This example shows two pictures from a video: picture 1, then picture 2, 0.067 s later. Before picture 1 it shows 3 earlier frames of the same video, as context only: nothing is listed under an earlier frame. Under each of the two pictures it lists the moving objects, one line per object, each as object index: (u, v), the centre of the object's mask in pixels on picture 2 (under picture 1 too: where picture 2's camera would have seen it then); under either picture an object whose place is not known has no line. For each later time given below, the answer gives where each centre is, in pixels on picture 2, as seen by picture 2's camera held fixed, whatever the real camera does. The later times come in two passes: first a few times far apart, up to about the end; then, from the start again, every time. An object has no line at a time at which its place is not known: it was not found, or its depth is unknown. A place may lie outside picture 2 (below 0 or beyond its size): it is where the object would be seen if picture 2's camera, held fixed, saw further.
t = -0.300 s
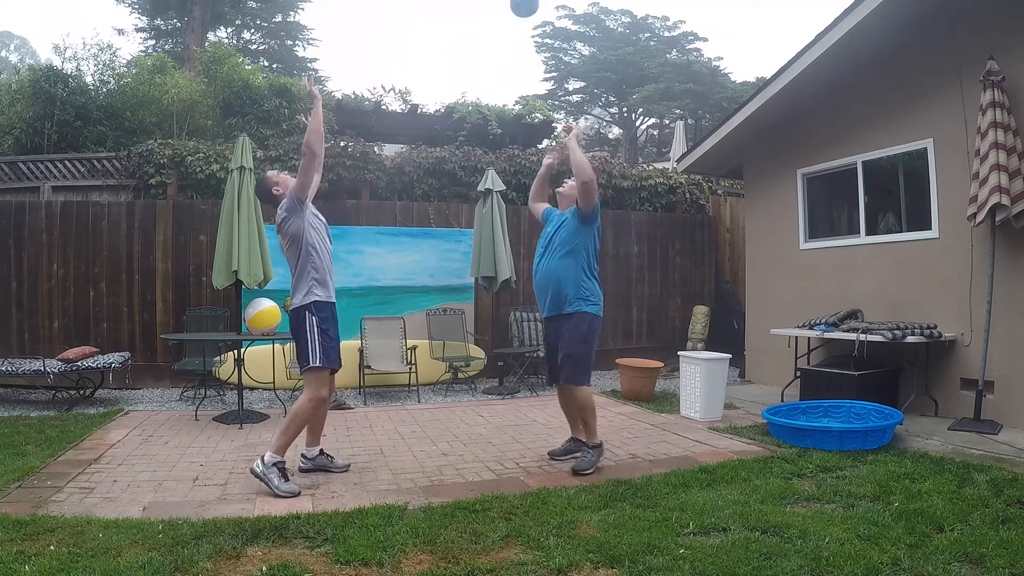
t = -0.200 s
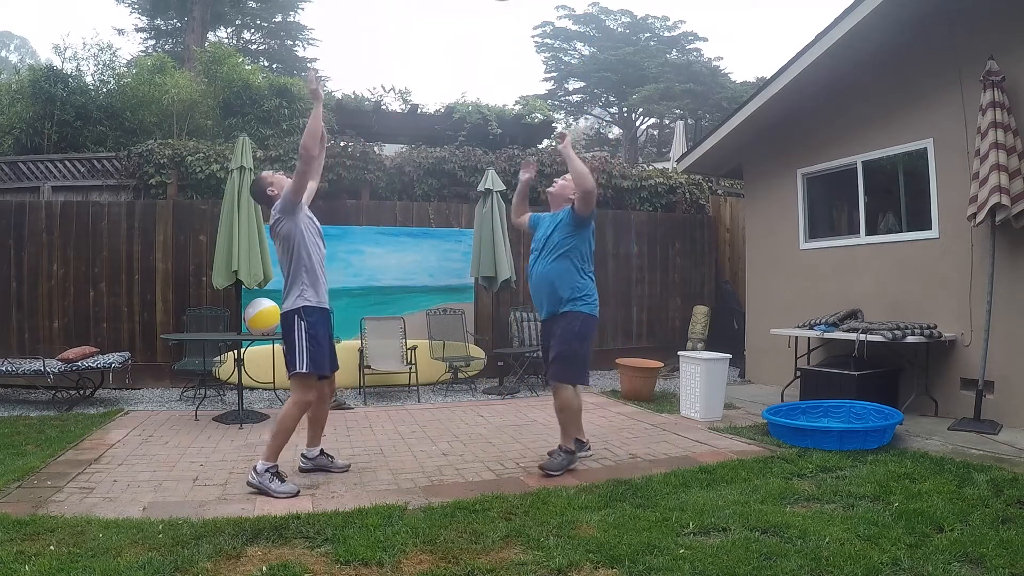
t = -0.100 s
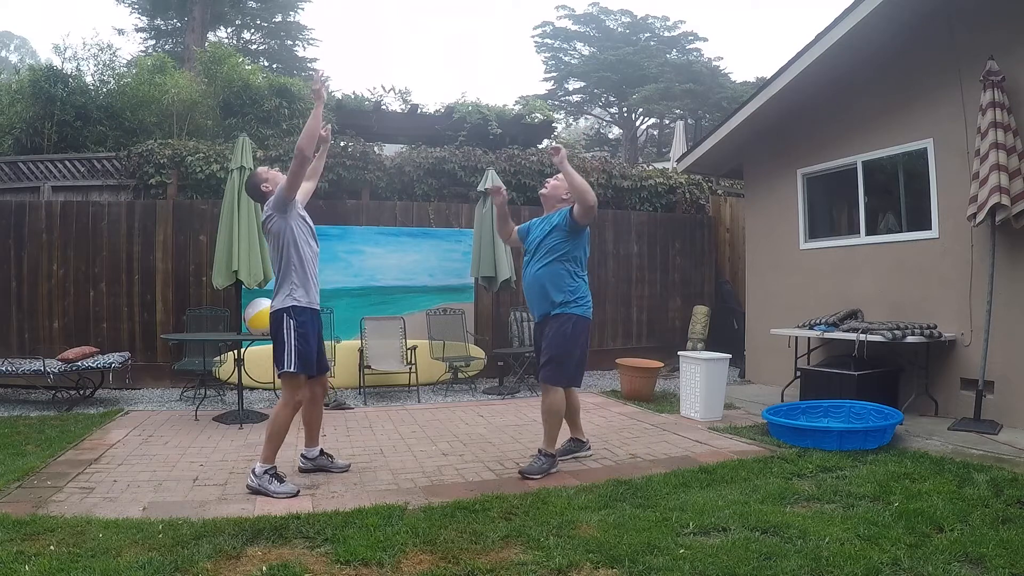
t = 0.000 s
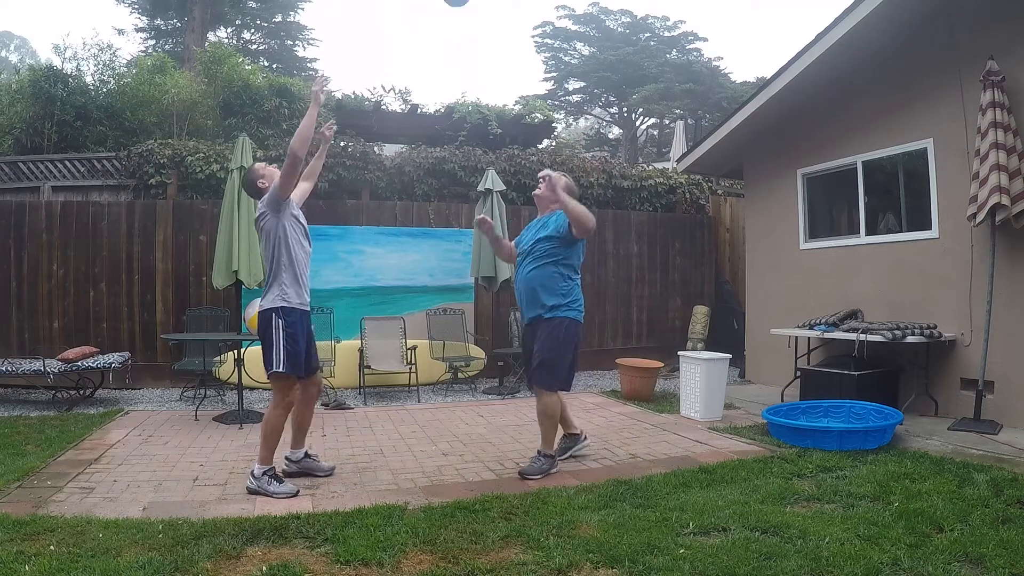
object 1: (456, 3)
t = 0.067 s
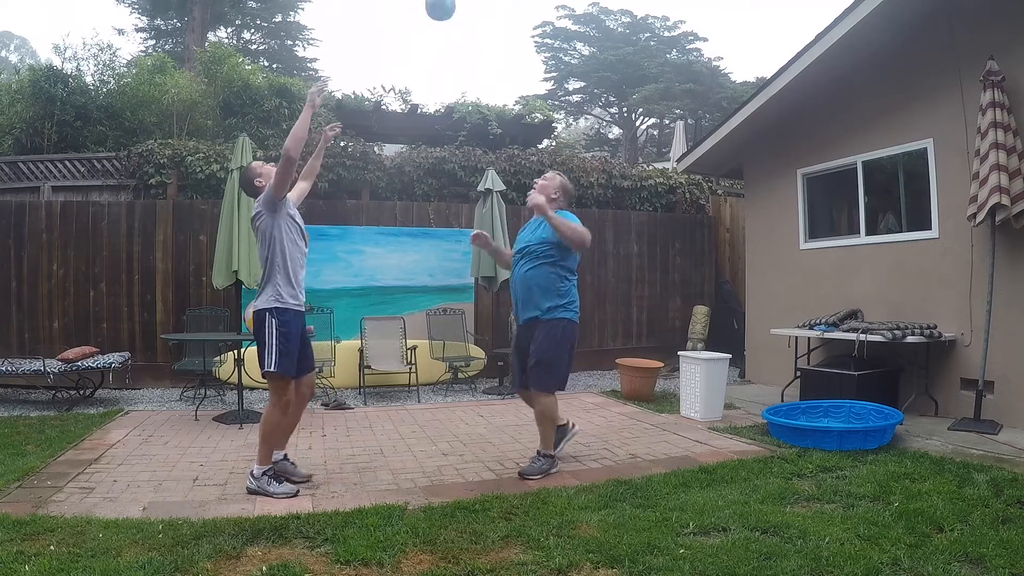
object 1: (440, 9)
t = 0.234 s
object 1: (398, 72)
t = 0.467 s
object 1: (338, 255)
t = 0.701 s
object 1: (320, 434)
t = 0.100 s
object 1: (432, 15)
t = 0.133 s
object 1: (423, 27)
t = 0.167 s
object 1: (415, 40)
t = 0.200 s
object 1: (406, 55)
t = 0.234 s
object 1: (398, 72)
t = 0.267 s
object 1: (390, 91)
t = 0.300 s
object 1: (381, 112)
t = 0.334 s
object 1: (373, 136)
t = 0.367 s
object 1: (364, 161)
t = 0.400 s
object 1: (355, 189)
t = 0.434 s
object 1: (347, 220)
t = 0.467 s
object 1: (338, 255)
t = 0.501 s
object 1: (329, 291)
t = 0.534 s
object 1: (322, 328)
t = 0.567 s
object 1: (314, 368)
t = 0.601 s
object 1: (307, 408)
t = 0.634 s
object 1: (302, 449)
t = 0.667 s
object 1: (306, 458)
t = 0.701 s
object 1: (320, 434)
